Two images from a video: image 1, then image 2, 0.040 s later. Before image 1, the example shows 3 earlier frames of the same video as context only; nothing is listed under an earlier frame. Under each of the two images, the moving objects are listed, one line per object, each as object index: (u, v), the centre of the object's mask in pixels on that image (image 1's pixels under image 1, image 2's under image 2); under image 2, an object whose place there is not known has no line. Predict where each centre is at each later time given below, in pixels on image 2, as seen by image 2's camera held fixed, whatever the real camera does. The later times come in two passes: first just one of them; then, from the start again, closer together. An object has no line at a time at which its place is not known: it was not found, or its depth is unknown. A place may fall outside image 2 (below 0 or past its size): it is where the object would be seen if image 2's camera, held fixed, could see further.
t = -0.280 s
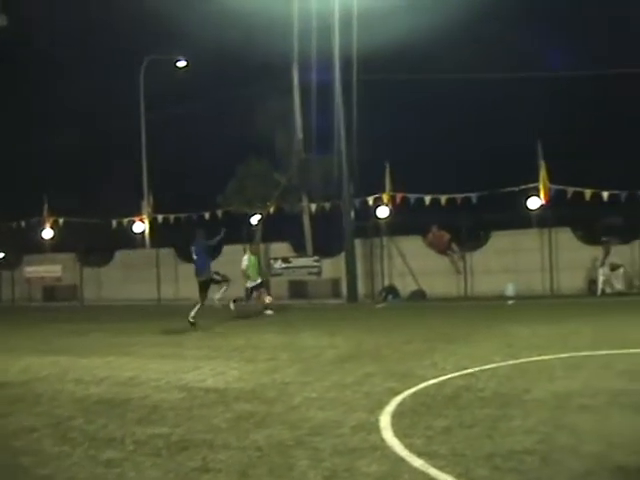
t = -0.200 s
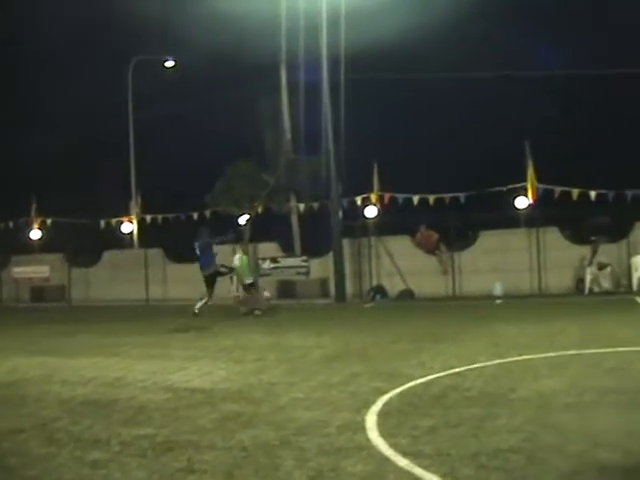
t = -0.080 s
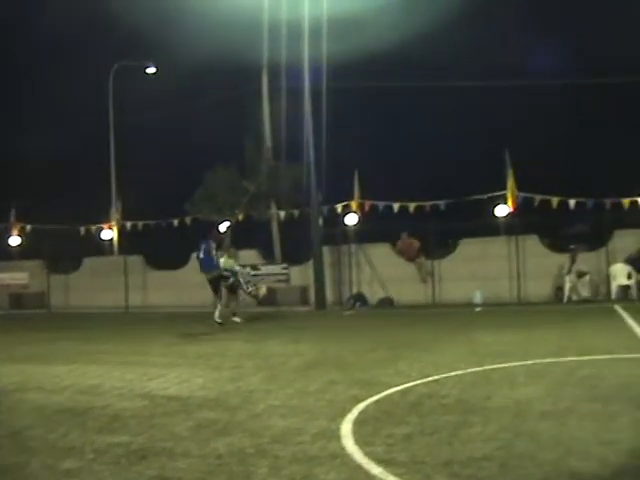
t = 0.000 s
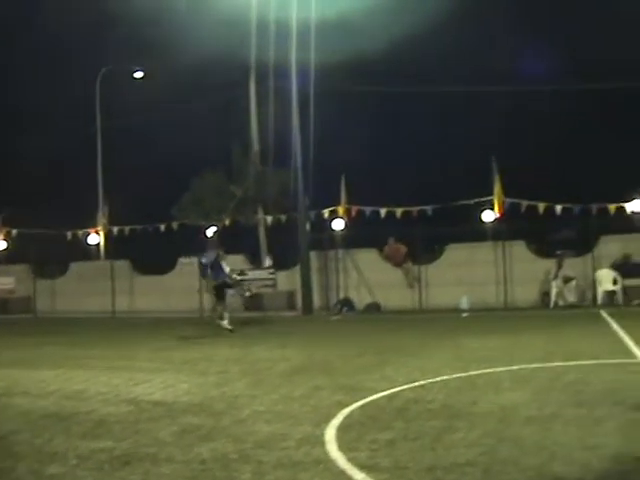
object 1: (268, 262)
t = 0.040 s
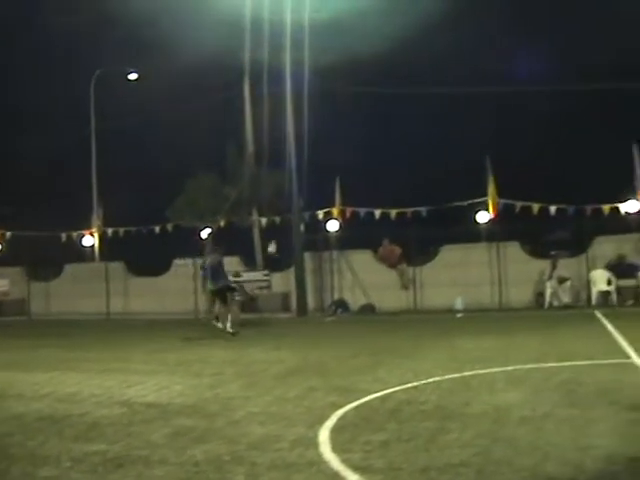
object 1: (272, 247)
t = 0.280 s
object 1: (329, 160)
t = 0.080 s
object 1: (281, 232)
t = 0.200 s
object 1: (309, 188)
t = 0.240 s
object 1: (318, 174)
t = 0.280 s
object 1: (329, 160)
